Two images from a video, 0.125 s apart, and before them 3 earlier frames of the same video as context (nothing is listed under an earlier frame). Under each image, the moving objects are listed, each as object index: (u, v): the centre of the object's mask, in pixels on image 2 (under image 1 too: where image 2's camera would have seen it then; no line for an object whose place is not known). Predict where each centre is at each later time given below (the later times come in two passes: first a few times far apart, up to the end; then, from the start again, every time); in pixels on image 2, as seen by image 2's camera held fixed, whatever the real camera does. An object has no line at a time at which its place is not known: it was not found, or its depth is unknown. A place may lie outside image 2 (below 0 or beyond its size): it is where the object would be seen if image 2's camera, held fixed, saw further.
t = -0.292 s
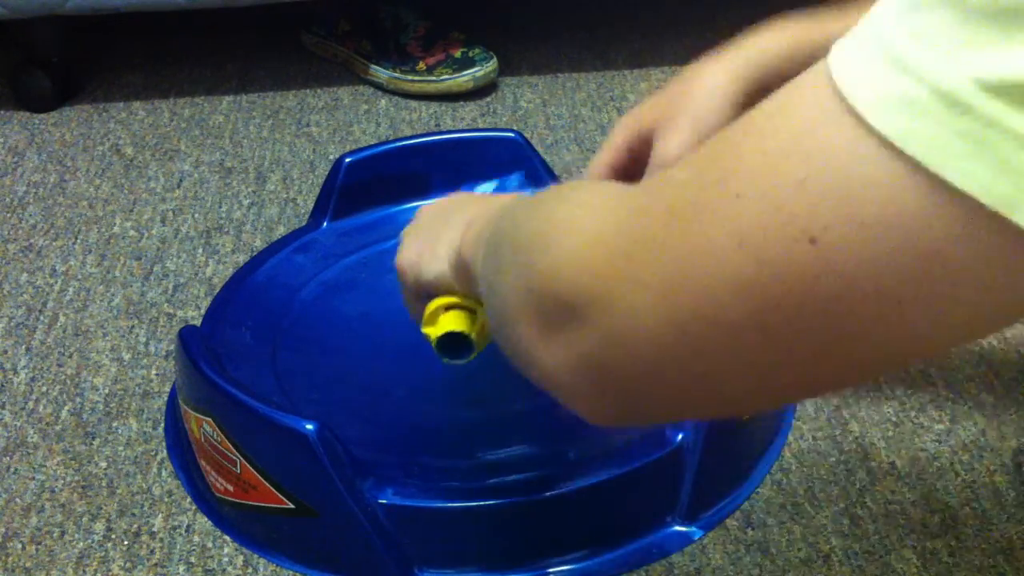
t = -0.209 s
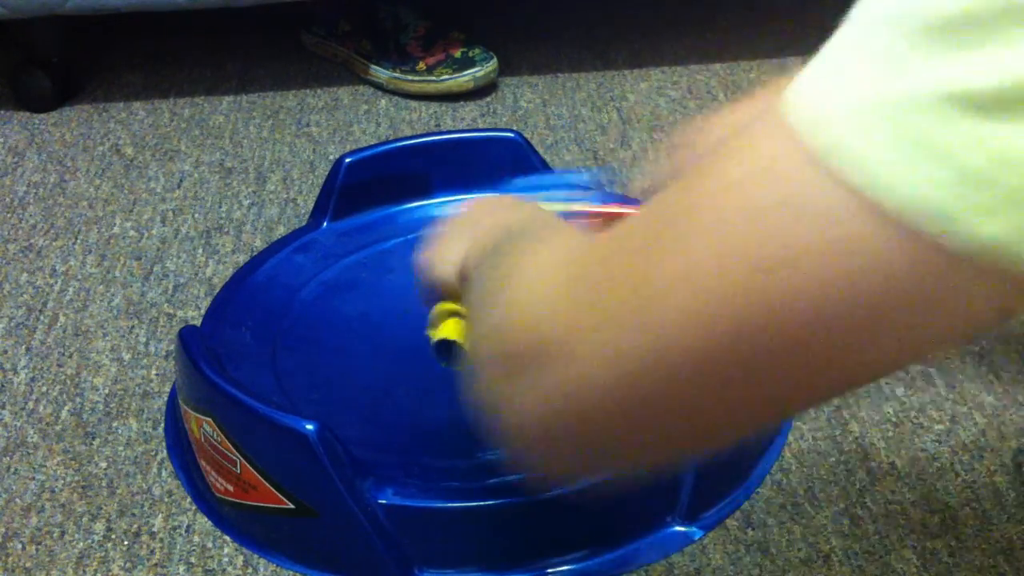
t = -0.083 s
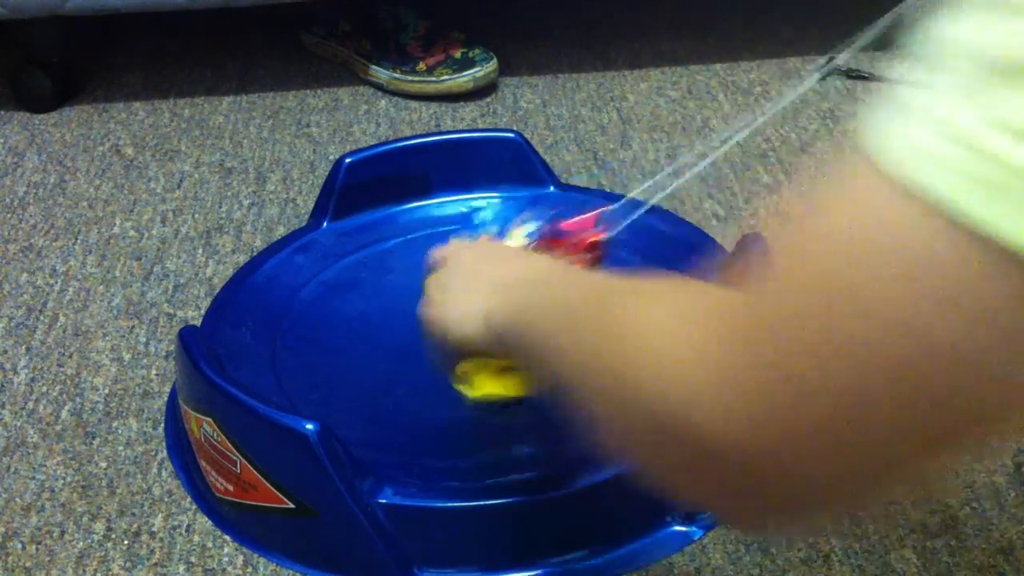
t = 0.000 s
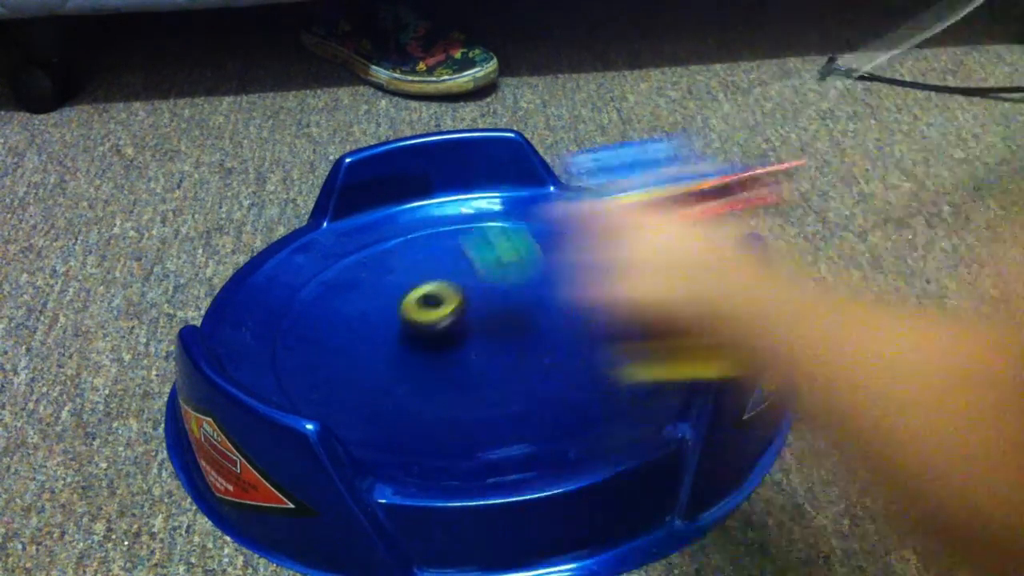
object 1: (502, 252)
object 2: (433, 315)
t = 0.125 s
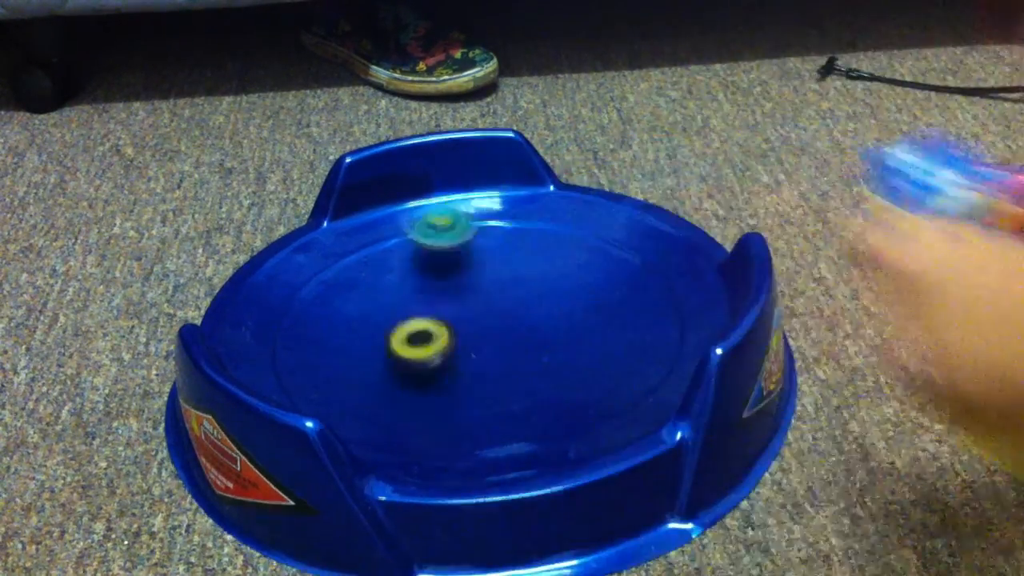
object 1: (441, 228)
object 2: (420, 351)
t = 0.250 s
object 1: (381, 260)
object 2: (448, 376)
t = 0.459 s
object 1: (394, 380)
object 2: (542, 367)
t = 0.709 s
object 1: (660, 278)
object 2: (550, 314)
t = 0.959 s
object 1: (366, 232)
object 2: (441, 319)
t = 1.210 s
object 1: (430, 417)
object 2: (414, 364)
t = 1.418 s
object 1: (697, 296)
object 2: (486, 379)
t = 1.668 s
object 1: (442, 216)
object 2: (529, 334)
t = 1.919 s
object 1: (282, 376)
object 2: (448, 302)
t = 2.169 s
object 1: (627, 372)
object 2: (384, 339)
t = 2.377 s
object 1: (594, 216)
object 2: (445, 368)
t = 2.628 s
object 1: (289, 251)
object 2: (523, 329)
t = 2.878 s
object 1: (395, 419)
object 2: (472, 288)
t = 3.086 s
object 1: (668, 323)
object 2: (417, 310)
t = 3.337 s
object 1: (464, 204)
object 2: (460, 356)
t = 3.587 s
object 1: (313, 362)
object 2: (547, 326)
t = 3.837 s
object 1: (635, 356)
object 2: (503, 293)
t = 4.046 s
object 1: (587, 216)
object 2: (447, 316)
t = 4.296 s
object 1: (320, 267)
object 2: (473, 361)
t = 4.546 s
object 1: (444, 420)
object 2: (545, 348)
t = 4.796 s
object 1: (666, 283)
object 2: (516, 319)
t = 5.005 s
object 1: (504, 210)
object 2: (466, 331)
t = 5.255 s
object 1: (283, 327)
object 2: (463, 352)
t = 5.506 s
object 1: (547, 407)
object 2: (483, 351)
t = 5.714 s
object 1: (659, 278)
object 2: (484, 335)
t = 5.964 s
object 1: (432, 215)
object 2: (472, 340)
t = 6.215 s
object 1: (293, 361)
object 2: (460, 338)
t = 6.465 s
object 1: (578, 388)
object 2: (460, 338)
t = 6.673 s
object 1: (633, 257)
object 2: (465, 336)
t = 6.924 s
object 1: (400, 216)
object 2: (470, 332)
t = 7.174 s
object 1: (316, 369)
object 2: (478, 330)
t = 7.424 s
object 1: (604, 365)
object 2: (479, 329)
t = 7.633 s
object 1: (613, 241)
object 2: (486, 331)
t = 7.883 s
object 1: (378, 231)
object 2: (491, 331)
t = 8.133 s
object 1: (339, 378)
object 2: (493, 332)
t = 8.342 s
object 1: (581, 380)
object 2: (491, 334)
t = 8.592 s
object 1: (611, 243)
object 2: (488, 339)
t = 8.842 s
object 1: (381, 246)
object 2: (486, 340)
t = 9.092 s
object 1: (368, 389)
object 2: (481, 341)
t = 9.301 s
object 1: (598, 368)
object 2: (476, 342)
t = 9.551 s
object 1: (583, 243)
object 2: (471, 342)
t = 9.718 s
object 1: (429, 237)
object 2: (469, 341)
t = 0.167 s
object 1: (420, 227)
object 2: (425, 360)
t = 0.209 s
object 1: (399, 244)
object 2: (435, 368)
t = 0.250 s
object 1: (381, 260)
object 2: (448, 376)
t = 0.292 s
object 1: (364, 280)
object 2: (466, 379)
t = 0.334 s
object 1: (351, 306)
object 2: (486, 380)
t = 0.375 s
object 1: (347, 331)
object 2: (506, 379)
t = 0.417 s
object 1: (361, 357)
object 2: (526, 375)
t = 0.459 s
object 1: (394, 380)
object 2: (542, 367)
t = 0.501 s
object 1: (449, 394)
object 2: (556, 359)
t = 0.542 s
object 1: (515, 392)
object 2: (567, 344)
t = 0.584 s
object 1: (574, 374)
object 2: (568, 329)
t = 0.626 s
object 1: (622, 345)
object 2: (565, 326)
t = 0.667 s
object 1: (652, 312)
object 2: (561, 320)
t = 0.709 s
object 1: (660, 278)
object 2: (550, 314)
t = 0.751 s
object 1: (646, 247)
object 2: (534, 309)
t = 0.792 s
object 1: (604, 221)
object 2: (516, 308)
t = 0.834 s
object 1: (551, 208)
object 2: (497, 308)
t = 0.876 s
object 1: (494, 203)
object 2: (478, 309)
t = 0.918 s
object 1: (428, 209)
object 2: (458, 313)
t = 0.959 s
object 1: (366, 232)
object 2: (441, 319)
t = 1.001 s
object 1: (329, 260)
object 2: (426, 327)
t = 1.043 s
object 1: (304, 297)
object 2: (415, 335)
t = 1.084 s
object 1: (300, 336)
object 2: (407, 344)
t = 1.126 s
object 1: (322, 373)
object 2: (405, 355)
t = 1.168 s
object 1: (367, 401)
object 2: (408, 358)
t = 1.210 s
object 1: (430, 417)
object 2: (414, 364)
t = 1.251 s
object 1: (504, 415)
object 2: (425, 378)
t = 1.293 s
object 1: (574, 399)
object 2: (440, 383)
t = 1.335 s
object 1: (631, 370)
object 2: (457, 383)
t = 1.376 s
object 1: (673, 332)
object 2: (472, 382)
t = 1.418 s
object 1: (697, 296)
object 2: (486, 379)
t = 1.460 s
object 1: (690, 266)
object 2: (499, 373)
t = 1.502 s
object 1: (659, 240)
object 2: (511, 368)
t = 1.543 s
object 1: (622, 223)
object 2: (519, 362)
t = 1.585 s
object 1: (571, 212)
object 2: (525, 355)
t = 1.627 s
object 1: (514, 209)
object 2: (529, 344)
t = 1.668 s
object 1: (442, 216)
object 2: (529, 334)
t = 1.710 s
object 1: (386, 225)
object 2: (525, 326)
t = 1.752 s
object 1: (338, 245)
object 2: (516, 316)
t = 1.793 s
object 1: (297, 274)
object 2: (500, 309)
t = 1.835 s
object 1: (270, 311)
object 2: (484, 305)
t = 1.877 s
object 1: (261, 346)
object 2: (467, 302)
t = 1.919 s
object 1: (282, 376)
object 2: (448, 302)
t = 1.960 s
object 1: (332, 405)
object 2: (431, 303)
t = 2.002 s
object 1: (386, 425)
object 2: (415, 306)
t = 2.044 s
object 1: (452, 430)
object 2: (401, 312)
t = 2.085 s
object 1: (518, 422)
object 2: (390, 321)
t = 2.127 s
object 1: (577, 400)
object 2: (385, 329)
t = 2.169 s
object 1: (627, 372)
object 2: (384, 339)
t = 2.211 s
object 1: (662, 336)
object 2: (388, 348)
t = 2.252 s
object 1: (671, 300)
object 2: (397, 357)
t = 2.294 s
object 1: (659, 267)
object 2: (410, 362)
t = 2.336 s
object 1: (635, 239)
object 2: (428, 367)
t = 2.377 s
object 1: (594, 216)
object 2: (445, 368)
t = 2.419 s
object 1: (545, 204)
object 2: (462, 367)
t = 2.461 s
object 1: (486, 201)
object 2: (479, 362)
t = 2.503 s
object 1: (421, 205)
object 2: (496, 356)
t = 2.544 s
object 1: (367, 212)
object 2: (509, 348)
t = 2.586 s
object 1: (328, 226)
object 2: (519, 339)
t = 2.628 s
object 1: (289, 251)
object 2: (523, 329)
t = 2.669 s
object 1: (261, 279)
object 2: (524, 319)
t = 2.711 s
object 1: (248, 313)
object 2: (520, 310)
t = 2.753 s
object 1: (262, 350)
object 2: (511, 300)
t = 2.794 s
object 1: (296, 380)
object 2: (500, 294)
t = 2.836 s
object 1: (341, 403)
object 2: (486, 290)
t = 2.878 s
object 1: (395, 419)
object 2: (472, 288)
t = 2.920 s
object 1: (470, 421)
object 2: (458, 287)
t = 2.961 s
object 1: (537, 408)
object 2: (445, 291)
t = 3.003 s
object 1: (595, 384)
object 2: (433, 295)
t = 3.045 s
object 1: (639, 356)
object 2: (423, 301)
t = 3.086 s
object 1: (668, 323)
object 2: (417, 310)
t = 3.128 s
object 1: (673, 289)
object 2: (416, 319)
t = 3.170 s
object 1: (658, 257)
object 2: (416, 329)
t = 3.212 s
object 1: (625, 229)
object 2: (421, 339)
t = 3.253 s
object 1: (578, 211)
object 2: (430, 346)
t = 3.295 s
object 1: (529, 202)
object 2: (443, 352)
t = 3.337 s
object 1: (464, 204)
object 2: (460, 356)
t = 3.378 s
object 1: (399, 216)
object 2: (478, 356)
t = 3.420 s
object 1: (353, 239)
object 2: (497, 353)
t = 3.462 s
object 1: (320, 263)
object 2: (514, 350)
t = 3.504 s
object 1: (299, 293)
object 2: (528, 343)
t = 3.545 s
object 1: (295, 329)
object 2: (539, 336)
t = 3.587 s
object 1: (313, 362)
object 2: (547, 326)
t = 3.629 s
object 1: (350, 389)
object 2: (549, 317)
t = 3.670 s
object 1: (404, 407)
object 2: (546, 308)
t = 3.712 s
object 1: (469, 411)
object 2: (540, 301)
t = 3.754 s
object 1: (534, 402)
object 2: (529, 297)
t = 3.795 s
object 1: (590, 383)
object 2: (516, 294)
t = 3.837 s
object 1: (635, 356)
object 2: (503, 293)
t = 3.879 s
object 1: (665, 326)
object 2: (491, 296)
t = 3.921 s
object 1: (672, 294)
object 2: (479, 298)
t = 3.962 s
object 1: (659, 263)
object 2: (468, 302)
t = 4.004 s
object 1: (630, 235)
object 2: (456, 308)
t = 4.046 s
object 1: (587, 216)
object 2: (447, 316)
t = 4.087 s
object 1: (544, 208)
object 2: (441, 325)
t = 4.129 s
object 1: (501, 204)
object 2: (440, 334)
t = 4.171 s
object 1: (437, 213)
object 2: (442, 344)
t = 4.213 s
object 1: (388, 225)
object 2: (450, 351)
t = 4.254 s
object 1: (352, 241)
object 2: (460, 357)
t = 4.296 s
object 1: (320, 267)
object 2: (473, 361)
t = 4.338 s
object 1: (299, 299)
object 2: (487, 362)
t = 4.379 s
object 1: (294, 333)
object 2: (503, 362)
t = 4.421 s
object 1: (308, 365)
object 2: (518, 360)
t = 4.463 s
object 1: (341, 393)
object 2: (530, 357)
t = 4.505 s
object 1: (387, 412)
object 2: (540, 353)
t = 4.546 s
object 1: (444, 420)
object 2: (545, 348)
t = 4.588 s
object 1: (508, 416)
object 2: (548, 334)
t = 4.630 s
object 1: (568, 402)
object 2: (546, 327)
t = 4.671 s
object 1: (619, 378)
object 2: (542, 325)
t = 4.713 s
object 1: (655, 348)
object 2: (535, 321)
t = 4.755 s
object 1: (670, 314)
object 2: (525, 319)
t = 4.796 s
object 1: (666, 283)
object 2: (516, 319)
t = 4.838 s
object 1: (650, 257)
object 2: (506, 320)
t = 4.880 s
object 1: (622, 235)
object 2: (496, 322)
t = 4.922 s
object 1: (587, 220)
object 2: (484, 324)
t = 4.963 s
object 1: (546, 211)
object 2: (474, 327)
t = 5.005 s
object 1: (504, 210)
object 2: (466, 331)
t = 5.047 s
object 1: (443, 217)
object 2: (460, 336)
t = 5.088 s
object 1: (391, 228)
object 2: (457, 340)
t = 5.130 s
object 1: (350, 245)
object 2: (456, 344)
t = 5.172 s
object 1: (319, 267)
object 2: (457, 347)
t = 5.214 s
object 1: (293, 295)
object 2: (460, 350)
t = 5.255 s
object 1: (283, 327)
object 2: (463, 352)
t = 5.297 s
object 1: (290, 359)
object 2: (467, 355)
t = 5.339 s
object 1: (319, 388)
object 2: (473, 357)
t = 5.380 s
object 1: (367, 410)
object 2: (476, 357)
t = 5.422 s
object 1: (428, 422)
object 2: (478, 356)
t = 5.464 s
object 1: (489, 420)
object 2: (480, 355)
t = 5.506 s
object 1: (547, 407)
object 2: (483, 351)
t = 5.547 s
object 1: (598, 386)
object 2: (486, 348)
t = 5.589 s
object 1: (635, 361)
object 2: (487, 345)
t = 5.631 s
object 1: (660, 333)
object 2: (486, 342)
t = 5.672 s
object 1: (667, 304)
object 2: (486, 341)
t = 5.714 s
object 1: (659, 278)
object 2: (484, 335)
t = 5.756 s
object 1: (639, 255)
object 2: (482, 335)
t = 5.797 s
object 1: (610, 236)
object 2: (479, 340)
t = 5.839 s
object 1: (572, 221)
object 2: (476, 340)
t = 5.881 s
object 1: (536, 213)
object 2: (474, 340)
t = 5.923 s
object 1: (490, 211)
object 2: (473, 340)
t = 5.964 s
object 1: (432, 215)
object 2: (472, 340)
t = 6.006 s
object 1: (383, 224)
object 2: (470, 339)
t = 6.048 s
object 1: (342, 243)
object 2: (468, 339)
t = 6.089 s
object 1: (310, 267)
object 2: (465, 339)
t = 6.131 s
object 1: (286, 298)
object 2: (463, 338)
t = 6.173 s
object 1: (281, 329)
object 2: (461, 338)
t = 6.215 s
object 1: (293, 361)
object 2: (460, 338)
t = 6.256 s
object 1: (320, 387)
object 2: (460, 338)
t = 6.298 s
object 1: (361, 406)
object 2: (460, 338)
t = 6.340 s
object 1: (413, 417)
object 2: (460, 338)
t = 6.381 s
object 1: (472, 417)
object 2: (460, 339)
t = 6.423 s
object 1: (527, 406)
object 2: (460, 339)
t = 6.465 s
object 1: (578, 388)
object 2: (460, 338)
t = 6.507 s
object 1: (617, 363)
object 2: (461, 338)
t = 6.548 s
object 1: (644, 336)
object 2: (462, 338)
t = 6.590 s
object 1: (654, 308)
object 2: (463, 337)
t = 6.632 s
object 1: (649, 281)
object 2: (464, 337)
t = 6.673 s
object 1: (633, 257)
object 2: (465, 336)
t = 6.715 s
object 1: (608, 236)
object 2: (466, 335)
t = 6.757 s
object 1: (577, 221)
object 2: (466, 334)
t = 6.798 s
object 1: (539, 212)
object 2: (467, 334)
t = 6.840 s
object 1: (496, 207)
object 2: (468, 333)
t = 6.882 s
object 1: (444, 210)
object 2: (469, 333)
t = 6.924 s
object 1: (400, 216)
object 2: (470, 332)
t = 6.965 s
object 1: (355, 236)
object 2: (472, 331)
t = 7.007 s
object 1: (326, 256)
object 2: (473, 331)
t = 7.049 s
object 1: (302, 284)
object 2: (476, 330)
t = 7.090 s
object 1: (291, 312)
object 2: (477, 330)
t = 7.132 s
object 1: (295, 342)
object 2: (478, 330)
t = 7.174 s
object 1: (316, 369)
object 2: (478, 330)
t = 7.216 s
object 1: (352, 392)
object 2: (478, 330)
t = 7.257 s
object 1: (399, 406)
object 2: (479, 329)
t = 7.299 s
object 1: (455, 411)
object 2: (479, 329)
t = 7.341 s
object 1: (512, 404)
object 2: (479, 329)
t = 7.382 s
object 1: (563, 388)
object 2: (479, 329)
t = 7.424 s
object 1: (604, 365)
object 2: (479, 329)
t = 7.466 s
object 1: (633, 339)
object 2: (480, 329)
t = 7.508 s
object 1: (648, 312)
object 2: (482, 329)
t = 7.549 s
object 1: (647, 285)
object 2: (483, 329)
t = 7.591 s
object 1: (635, 261)
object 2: (485, 330)
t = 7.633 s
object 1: (613, 241)
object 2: (486, 331)
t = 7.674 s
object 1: (585, 226)
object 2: (486, 331)
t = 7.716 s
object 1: (551, 215)
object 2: (487, 332)
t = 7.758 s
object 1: (516, 211)
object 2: (488, 332)
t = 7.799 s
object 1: (471, 211)
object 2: (490, 332)
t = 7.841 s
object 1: (418, 220)
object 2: (490, 331)
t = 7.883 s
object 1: (378, 231)
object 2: (491, 331)
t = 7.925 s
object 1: (349, 247)
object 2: (492, 331)
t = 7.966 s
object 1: (325, 269)
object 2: (492, 331)
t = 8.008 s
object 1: (308, 296)
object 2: (493, 331)
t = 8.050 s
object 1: (303, 324)
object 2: (493, 331)
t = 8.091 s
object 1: (313, 353)
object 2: (493, 332)
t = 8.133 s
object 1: (339, 378)
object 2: (493, 332)
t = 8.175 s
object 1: (378, 397)
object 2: (492, 332)
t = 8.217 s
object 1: (426, 407)
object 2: (492, 332)
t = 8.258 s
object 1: (480, 408)
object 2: (492, 333)
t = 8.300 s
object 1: (534, 398)
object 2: (491, 334)
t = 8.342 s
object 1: (581, 380)
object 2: (491, 334)
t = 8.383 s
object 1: (617, 357)
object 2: (491, 335)
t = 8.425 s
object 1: (643, 332)
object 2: (491, 336)
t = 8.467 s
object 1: (653, 306)
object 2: (490, 337)
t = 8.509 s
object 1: (648, 282)
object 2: (490, 338)
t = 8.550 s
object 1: (634, 260)
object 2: (489, 339)
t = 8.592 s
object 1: (611, 243)
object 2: (488, 339)
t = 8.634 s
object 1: (582, 229)
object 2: (488, 340)
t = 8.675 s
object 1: (549, 222)
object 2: (488, 339)
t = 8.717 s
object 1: (510, 218)
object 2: (487, 340)
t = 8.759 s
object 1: (466, 219)
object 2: (486, 340)
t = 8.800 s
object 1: (417, 230)
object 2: (486, 340)
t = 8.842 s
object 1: (381, 246)
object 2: (486, 340)
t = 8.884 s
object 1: (354, 265)
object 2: (485, 340)
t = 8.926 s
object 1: (332, 289)
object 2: (484, 340)
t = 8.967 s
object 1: (319, 315)
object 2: (482, 340)
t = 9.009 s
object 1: (320, 342)
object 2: (482, 340)
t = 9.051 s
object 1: (337, 367)
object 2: (482, 340)
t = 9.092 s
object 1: (368, 389)
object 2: (481, 341)
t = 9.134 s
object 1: (411, 403)
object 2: (481, 341)
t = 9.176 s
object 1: (461, 407)
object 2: (480, 342)
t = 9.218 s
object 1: (511, 402)
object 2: (479, 343)
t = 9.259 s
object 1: (558, 388)
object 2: (477, 342)
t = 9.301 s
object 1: (598, 368)
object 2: (476, 342)
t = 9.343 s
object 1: (625, 344)
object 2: (475, 342)
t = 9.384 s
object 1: (640, 320)
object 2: (475, 342)
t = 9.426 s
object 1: (640, 296)
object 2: (474, 342)
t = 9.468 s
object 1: (629, 276)
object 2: (473, 343)
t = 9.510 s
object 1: (609, 257)
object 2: (472, 343)
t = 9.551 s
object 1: (583, 243)
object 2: (471, 342)
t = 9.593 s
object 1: (549, 234)
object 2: (471, 342)
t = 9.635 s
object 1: (511, 230)
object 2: (470, 342)
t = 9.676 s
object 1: (472, 230)
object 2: (469, 342)
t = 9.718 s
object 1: (429, 237)
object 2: (469, 341)
